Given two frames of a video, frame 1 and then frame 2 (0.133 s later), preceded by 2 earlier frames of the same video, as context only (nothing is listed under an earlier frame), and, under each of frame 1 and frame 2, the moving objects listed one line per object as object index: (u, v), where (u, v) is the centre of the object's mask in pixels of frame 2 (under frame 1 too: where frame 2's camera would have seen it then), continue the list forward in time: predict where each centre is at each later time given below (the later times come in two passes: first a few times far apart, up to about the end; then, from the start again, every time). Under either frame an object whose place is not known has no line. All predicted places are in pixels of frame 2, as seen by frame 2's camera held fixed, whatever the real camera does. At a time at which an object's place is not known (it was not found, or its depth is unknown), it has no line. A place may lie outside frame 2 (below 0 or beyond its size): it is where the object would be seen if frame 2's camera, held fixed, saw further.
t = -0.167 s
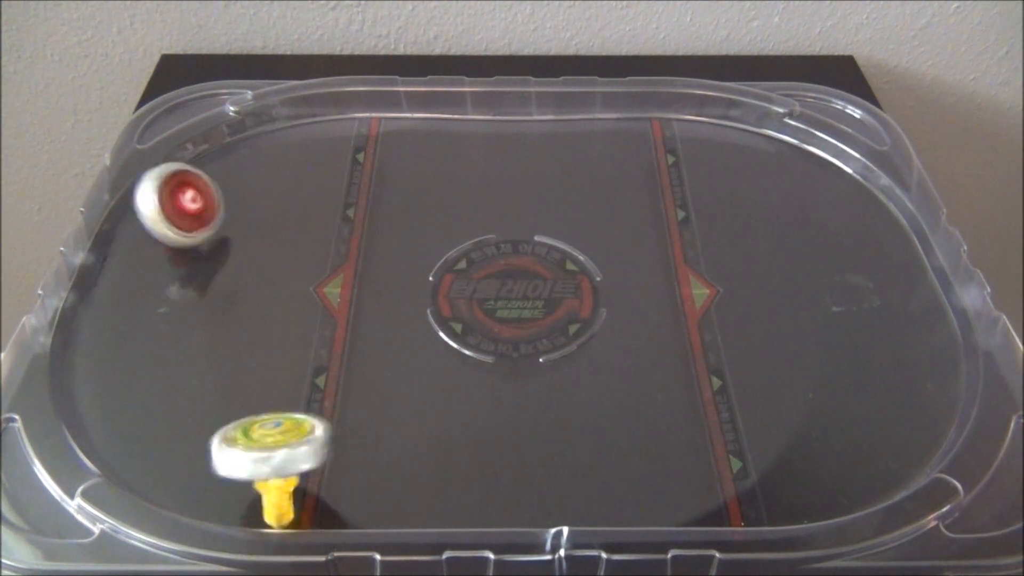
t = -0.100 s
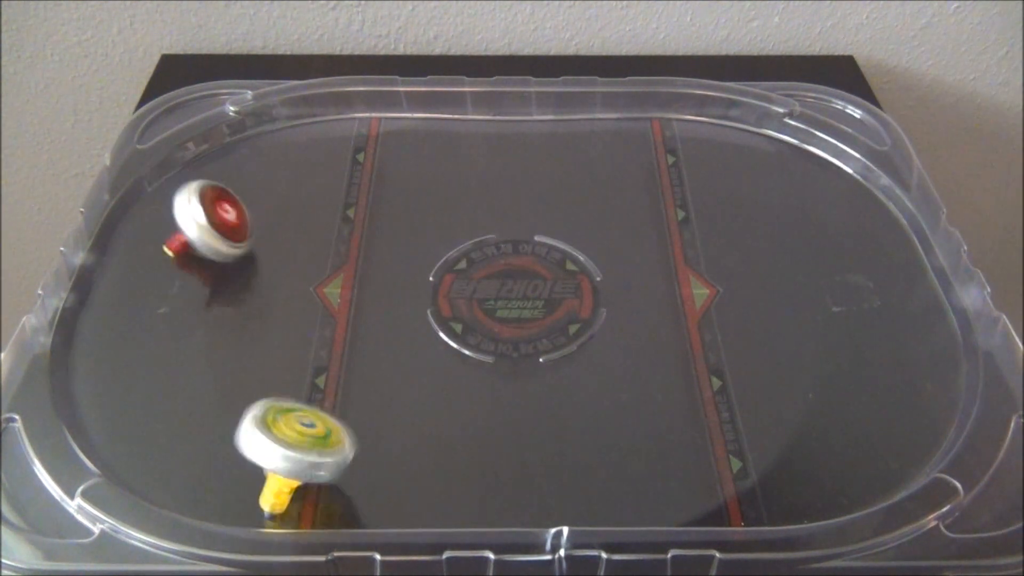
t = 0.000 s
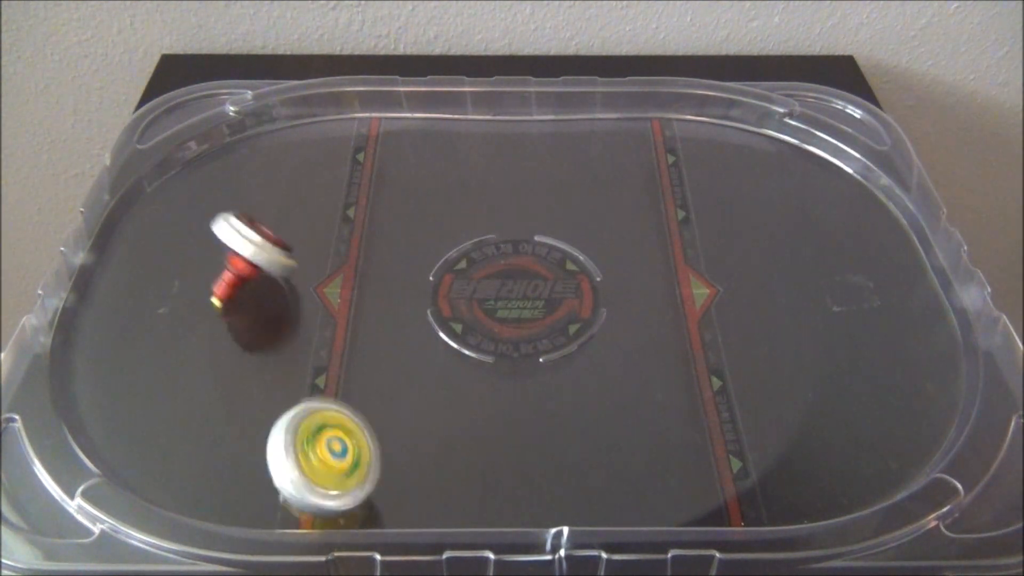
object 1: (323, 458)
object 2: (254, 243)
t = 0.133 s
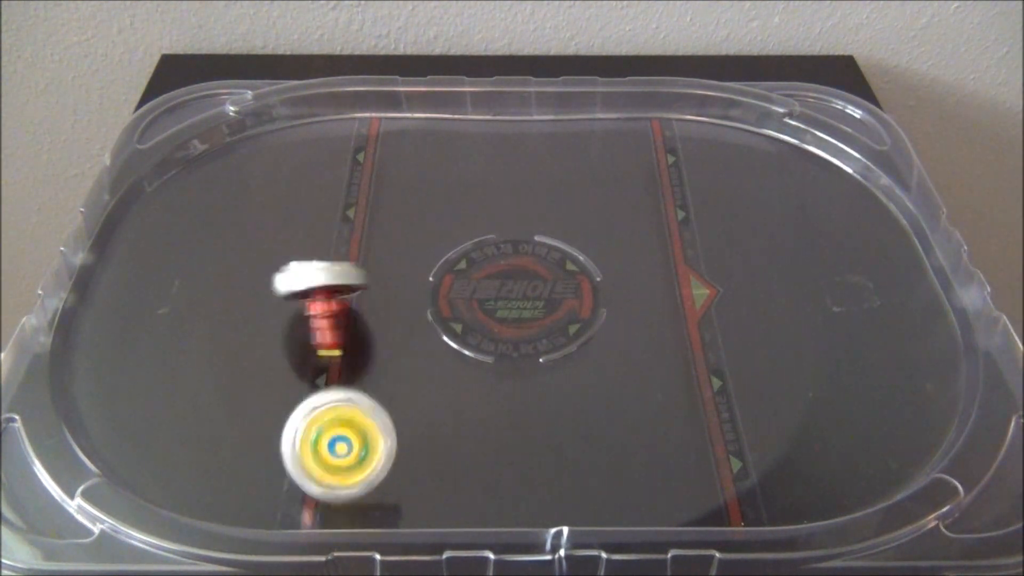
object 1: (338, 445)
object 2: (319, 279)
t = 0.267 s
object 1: (363, 417)
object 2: (397, 288)
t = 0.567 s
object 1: (384, 400)
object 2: (473, 264)
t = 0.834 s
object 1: (425, 370)
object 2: (489, 274)
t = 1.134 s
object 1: (492, 404)
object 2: (518, 261)
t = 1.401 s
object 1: (459, 419)
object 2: (499, 258)
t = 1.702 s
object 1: (495, 364)
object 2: (517, 289)
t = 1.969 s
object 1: (578, 401)
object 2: (522, 279)
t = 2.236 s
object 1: (525, 395)
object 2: (501, 295)
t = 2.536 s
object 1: (586, 346)
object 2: (537, 271)
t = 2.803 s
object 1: (569, 365)
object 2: (518, 258)
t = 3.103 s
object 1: (593, 332)
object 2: (530, 285)
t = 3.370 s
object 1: (572, 339)
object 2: (528, 267)
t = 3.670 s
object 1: (618, 312)
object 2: (509, 279)
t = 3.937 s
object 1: (633, 367)
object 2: (508, 270)
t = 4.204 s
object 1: (493, 410)
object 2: (498, 294)
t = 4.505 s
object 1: (392, 453)
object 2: (524, 270)
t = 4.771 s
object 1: (395, 450)
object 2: (502, 297)
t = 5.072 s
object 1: (469, 422)
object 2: (521, 272)
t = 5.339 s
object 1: (521, 449)
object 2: (512, 300)
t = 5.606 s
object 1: (513, 438)
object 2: (598, 284)
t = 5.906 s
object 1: (456, 412)
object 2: (668, 184)
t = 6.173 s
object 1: (428, 418)
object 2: (699, 135)
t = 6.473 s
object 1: (473, 412)
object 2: (724, 129)
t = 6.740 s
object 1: (502, 424)
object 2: (740, 134)
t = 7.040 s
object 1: (507, 428)
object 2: (747, 139)
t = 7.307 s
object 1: (493, 418)
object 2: (743, 135)
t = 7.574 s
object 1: (458, 405)
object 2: (746, 136)
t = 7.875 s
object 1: (436, 405)
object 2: (746, 136)
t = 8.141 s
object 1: (471, 406)
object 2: (746, 135)
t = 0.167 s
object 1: (344, 433)
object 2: (338, 280)
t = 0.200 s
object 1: (350, 427)
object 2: (357, 287)
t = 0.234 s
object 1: (358, 421)
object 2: (380, 285)
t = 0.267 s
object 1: (363, 417)
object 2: (397, 288)
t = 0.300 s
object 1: (367, 417)
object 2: (414, 288)
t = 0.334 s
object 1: (369, 417)
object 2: (428, 282)
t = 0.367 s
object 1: (372, 415)
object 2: (442, 281)
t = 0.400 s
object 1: (374, 416)
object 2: (450, 273)
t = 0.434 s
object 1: (374, 415)
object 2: (459, 271)
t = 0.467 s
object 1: (376, 411)
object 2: (463, 268)
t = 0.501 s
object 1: (377, 408)
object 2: (467, 263)
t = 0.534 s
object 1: (381, 404)
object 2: (469, 265)
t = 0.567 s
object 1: (384, 400)
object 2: (473, 264)
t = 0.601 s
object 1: (389, 397)
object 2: (476, 265)
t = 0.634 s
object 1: (394, 391)
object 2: (480, 265)
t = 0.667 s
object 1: (397, 388)
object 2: (483, 263)
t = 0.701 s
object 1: (403, 383)
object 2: (486, 263)
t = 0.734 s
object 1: (406, 379)
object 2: (483, 266)
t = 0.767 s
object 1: (412, 377)
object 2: (485, 265)
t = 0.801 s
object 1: (417, 371)
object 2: (484, 272)
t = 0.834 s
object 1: (425, 370)
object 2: (489, 274)
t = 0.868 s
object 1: (435, 363)
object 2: (493, 275)
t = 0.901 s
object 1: (443, 363)
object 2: (497, 275)
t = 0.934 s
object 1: (455, 359)
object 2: (503, 275)
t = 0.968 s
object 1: (463, 363)
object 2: (507, 276)
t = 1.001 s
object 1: (466, 375)
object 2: (512, 276)
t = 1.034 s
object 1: (474, 379)
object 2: (516, 272)
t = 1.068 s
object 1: (481, 388)
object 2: (518, 269)
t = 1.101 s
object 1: (488, 397)
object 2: (517, 261)
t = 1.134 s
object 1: (492, 404)
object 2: (518, 261)
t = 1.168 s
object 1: (496, 416)
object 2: (513, 258)
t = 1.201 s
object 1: (494, 420)
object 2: (512, 255)
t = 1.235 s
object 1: (493, 428)
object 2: (511, 256)
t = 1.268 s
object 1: (483, 427)
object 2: (508, 254)
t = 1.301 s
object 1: (480, 429)
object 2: (506, 254)
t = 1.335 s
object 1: (470, 428)
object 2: (504, 256)
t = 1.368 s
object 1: (465, 421)
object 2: (501, 256)
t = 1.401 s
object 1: (459, 419)
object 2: (499, 258)
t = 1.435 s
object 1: (458, 406)
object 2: (495, 263)
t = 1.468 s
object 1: (455, 400)
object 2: (492, 264)
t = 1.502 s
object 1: (459, 392)
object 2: (488, 272)
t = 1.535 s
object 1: (463, 380)
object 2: (489, 278)
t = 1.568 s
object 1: (466, 377)
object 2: (492, 281)
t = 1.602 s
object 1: (474, 369)
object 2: (500, 281)
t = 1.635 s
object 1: (482, 363)
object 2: (505, 279)
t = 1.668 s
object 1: (488, 365)
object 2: (509, 282)
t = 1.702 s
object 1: (495, 364)
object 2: (517, 289)
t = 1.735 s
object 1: (504, 370)
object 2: (524, 290)
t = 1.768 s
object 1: (515, 371)
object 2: (529, 291)
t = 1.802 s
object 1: (529, 372)
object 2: (533, 286)
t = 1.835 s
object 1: (543, 377)
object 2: (533, 284)
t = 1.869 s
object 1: (556, 378)
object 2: (532, 286)
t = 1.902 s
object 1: (567, 387)
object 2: (526, 278)
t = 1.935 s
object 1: (574, 393)
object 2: (525, 278)
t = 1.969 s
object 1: (578, 401)
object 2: (522, 279)
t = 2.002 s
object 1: (578, 410)
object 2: (520, 277)
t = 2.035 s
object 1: (573, 418)
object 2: (519, 280)
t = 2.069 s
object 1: (564, 422)
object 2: (514, 279)
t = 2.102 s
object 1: (553, 422)
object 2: (511, 277)
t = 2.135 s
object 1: (544, 421)
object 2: (509, 281)
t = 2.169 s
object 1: (535, 416)
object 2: (503, 283)
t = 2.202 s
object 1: (529, 405)
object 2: (501, 287)
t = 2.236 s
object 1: (525, 395)
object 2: (501, 295)
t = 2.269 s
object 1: (526, 385)
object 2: (504, 296)
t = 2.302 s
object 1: (532, 375)
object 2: (507, 298)
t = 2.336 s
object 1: (539, 368)
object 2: (513, 288)
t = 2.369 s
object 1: (547, 361)
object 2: (517, 285)
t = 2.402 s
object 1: (557, 359)
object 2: (522, 283)
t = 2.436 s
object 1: (564, 356)
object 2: (528, 281)
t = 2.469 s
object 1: (571, 350)
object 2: (534, 278)
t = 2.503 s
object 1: (579, 349)
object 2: (539, 273)
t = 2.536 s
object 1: (586, 346)
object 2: (537, 271)
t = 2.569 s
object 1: (592, 347)
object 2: (539, 264)
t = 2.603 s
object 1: (596, 352)
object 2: (540, 261)
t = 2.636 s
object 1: (598, 359)
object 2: (536, 260)
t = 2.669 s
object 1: (598, 364)
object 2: (533, 255)
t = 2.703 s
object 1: (593, 369)
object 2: (529, 255)
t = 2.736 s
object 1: (586, 370)
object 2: (524, 255)
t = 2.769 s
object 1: (577, 368)
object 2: (520, 254)
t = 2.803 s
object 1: (569, 365)
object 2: (518, 258)
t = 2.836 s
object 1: (566, 359)
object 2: (511, 261)
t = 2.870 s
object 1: (565, 351)
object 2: (508, 264)
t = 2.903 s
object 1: (569, 344)
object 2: (505, 273)
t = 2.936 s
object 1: (575, 339)
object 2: (505, 276)
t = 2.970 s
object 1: (580, 335)
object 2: (504, 285)
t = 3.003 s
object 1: (585, 334)
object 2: (513, 288)
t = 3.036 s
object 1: (588, 332)
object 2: (518, 290)
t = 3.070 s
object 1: (590, 332)
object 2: (523, 292)
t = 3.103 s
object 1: (593, 332)
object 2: (530, 285)
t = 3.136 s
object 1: (597, 334)
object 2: (532, 286)
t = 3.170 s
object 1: (600, 338)
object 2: (535, 283)
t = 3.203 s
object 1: (599, 344)
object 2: (537, 276)
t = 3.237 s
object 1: (595, 348)
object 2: (539, 275)
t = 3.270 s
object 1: (588, 349)
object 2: (534, 272)
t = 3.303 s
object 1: (580, 348)
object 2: (534, 267)
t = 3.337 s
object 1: (575, 346)
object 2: (532, 268)
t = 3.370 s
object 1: (572, 339)
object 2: (528, 267)
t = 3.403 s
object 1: (571, 330)
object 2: (525, 265)
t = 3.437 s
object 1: (574, 323)
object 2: (523, 268)
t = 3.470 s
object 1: (579, 320)
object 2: (519, 269)
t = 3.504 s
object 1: (586, 318)
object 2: (515, 267)
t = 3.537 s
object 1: (593, 315)
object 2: (508, 273)
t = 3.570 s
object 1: (599, 315)
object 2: (505, 275)
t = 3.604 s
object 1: (604, 311)
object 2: (503, 277)
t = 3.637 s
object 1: (611, 313)
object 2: (507, 282)
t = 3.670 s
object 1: (618, 312)
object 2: (509, 279)
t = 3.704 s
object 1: (623, 315)
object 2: (511, 281)
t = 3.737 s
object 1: (630, 319)
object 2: (517, 278)
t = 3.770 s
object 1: (635, 324)
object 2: (517, 277)
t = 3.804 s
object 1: (638, 331)
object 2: (516, 274)
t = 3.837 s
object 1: (640, 338)
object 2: (514, 270)
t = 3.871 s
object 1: (642, 347)
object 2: (510, 272)
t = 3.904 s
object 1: (639, 357)
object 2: (509, 270)
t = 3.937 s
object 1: (633, 367)
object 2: (508, 270)
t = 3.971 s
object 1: (623, 378)
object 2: (506, 271)
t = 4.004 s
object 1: (609, 385)
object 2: (504, 270)
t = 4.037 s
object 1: (594, 392)
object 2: (503, 273)
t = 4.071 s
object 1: (574, 396)
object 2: (501, 273)
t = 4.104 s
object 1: (554, 399)
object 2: (500, 276)
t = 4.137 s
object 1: (533, 402)
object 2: (493, 284)
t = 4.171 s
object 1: (513, 405)
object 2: (502, 279)
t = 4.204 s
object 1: (493, 410)
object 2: (498, 294)
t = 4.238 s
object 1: (475, 414)
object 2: (503, 296)
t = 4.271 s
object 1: (459, 418)
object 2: (509, 299)
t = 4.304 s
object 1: (444, 422)
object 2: (518, 299)
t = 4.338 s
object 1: (431, 427)
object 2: (527, 297)
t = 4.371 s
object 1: (421, 433)
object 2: (534, 294)
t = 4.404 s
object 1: (411, 437)
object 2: (536, 285)
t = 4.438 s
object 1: (403, 443)
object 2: (534, 279)
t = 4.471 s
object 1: (397, 448)
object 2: (528, 272)
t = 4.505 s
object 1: (392, 453)
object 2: (524, 270)
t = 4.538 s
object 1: (389, 457)
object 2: (519, 268)
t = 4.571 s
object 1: (388, 459)
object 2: (512, 268)
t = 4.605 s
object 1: (388, 460)
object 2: (508, 269)
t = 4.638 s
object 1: (388, 460)
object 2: (504, 272)
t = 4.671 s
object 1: (388, 459)
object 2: (500, 276)
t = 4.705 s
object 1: (389, 458)
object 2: (495, 283)
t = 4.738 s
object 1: (391, 455)
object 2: (495, 289)
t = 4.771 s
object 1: (395, 450)
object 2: (502, 297)
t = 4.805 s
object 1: (399, 446)
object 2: (511, 298)
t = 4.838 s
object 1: (404, 441)
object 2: (518, 299)
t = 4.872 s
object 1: (411, 436)
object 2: (526, 297)
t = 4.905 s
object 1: (418, 432)
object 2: (533, 294)
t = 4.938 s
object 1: (426, 429)
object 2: (535, 287)
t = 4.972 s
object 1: (436, 425)
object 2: (532, 280)
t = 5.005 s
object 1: (446, 423)
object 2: (529, 276)
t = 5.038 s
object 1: (458, 422)
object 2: (525, 273)
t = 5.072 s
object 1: (469, 422)
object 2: (521, 272)
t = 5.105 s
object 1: (479, 424)
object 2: (516, 271)
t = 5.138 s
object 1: (488, 426)
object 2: (512, 273)
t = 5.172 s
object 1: (495, 428)
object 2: (508, 275)
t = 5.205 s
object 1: (503, 433)
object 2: (507, 277)
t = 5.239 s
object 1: (509, 437)
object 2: (499, 284)
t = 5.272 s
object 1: (514, 442)
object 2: (500, 292)
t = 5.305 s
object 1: (518, 446)
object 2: (503, 299)
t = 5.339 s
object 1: (521, 449)
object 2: (512, 300)
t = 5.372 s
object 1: (522, 451)
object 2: (521, 300)
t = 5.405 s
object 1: (523, 452)
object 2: (530, 301)
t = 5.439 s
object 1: (523, 452)
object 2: (539, 300)
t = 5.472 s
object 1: (523, 451)
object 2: (550, 300)
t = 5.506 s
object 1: (522, 450)
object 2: (562, 298)
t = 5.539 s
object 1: (520, 447)
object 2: (573, 295)
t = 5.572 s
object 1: (517, 442)
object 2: (586, 291)
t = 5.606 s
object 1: (513, 438)
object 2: (598, 284)
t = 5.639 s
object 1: (509, 434)
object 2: (609, 274)
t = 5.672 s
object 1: (504, 430)
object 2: (617, 262)
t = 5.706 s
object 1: (499, 426)
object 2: (625, 255)
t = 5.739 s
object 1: (493, 423)
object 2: (635, 244)
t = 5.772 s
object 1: (487, 420)
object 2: (645, 232)
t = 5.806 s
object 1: (481, 416)
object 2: (653, 220)
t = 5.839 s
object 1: (473, 414)
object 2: (658, 208)
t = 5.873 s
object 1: (464, 413)
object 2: (663, 195)
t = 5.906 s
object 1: (456, 412)
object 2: (668, 184)
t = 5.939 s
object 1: (448, 413)
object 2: (672, 172)
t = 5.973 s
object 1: (442, 414)
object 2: (676, 163)
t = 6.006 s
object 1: (436, 415)
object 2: (680, 157)
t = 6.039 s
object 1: (432, 416)
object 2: (685, 149)
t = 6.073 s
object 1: (430, 417)
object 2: (689, 144)
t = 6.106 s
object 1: (428, 418)
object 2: (693, 140)
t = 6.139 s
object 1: (428, 418)
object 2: (696, 137)
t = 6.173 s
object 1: (428, 418)
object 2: (699, 135)
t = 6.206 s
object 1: (429, 418)
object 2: (701, 134)
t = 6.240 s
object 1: (430, 417)
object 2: (704, 132)
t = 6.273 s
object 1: (433, 416)
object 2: (706, 129)
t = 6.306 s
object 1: (438, 414)
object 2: (709, 129)
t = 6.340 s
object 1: (444, 413)
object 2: (712, 128)
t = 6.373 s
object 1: (451, 412)
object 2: (715, 128)
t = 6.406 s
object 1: (458, 412)
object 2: (718, 128)
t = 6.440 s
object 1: (466, 411)
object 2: (721, 129)
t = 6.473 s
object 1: (473, 412)
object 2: (724, 129)
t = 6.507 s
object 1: (479, 413)
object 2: (727, 128)
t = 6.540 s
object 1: (484, 415)
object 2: (730, 128)
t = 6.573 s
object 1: (489, 417)
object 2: (731, 130)
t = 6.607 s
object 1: (492, 419)
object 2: (734, 129)
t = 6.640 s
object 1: (495, 420)
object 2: (735, 132)
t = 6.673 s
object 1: (497, 422)
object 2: (739, 131)
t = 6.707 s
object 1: (500, 423)
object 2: (739, 133)
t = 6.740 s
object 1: (502, 424)
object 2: (740, 134)
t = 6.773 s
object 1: (505, 427)
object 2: (742, 133)
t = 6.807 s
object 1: (506, 428)
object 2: (742, 134)
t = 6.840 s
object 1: (508, 429)
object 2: (743, 136)
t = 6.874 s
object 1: (509, 430)
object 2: (744, 137)
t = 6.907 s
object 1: (509, 431)
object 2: (745, 138)
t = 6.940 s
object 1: (509, 431)
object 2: (746, 138)
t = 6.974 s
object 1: (509, 431)
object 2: (746, 139)
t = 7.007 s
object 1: (508, 430)
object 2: (747, 139)
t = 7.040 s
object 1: (507, 428)
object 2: (747, 139)
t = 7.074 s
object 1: (506, 427)
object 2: (747, 139)
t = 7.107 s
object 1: (504, 425)
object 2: (747, 139)
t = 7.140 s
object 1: (502, 424)
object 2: (746, 138)
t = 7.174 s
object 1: (500, 422)
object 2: (745, 138)
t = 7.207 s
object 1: (498, 421)
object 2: (745, 137)
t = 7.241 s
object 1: (496, 420)
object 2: (744, 136)
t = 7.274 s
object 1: (495, 418)
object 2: (743, 135)
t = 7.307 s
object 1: (493, 418)
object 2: (743, 135)
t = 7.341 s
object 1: (491, 416)
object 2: (743, 135)
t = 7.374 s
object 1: (489, 415)
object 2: (744, 136)
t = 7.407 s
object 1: (486, 413)
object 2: (745, 136)
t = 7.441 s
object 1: (481, 412)
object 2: (746, 137)
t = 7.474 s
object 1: (477, 410)
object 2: (747, 137)
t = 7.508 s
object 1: (471, 407)
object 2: (747, 137)
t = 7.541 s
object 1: (464, 406)
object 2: (746, 137)
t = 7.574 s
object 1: (458, 405)
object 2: (746, 136)
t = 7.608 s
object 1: (452, 404)
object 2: (745, 135)
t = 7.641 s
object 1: (448, 405)
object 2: (744, 135)
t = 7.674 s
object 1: (443, 405)
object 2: (744, 135)
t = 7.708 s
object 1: (440, 405)
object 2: (745, 135)
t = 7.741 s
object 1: (438, 405)
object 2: (745, 136)
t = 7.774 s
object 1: (436, 406)
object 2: (746, 136)
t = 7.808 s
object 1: (435, 406)
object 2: (746, 136)
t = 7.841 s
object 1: (435, 406)
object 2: (746, 136)
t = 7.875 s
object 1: (436, 405)
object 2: (746, 136)
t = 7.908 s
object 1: (439, 405)
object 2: (746, 136)
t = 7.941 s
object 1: (441, 405)
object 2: (745, 135)
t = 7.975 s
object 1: (445, 404)
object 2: (745, 135)
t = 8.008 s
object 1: (449, 404)
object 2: (745, 135)
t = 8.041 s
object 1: (454, 404)
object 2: (745, 135)
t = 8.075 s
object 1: (460, 405)
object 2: (745, 135)
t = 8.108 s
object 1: (466, 405)
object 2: (746, 135)
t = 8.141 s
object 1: (471, 406)
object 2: (746, 135)
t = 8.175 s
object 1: (475, 408)
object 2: (746, 135)
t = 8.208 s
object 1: (479, 409)
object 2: (746, 135)
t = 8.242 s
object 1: (482, 411)
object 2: (746, 135)
